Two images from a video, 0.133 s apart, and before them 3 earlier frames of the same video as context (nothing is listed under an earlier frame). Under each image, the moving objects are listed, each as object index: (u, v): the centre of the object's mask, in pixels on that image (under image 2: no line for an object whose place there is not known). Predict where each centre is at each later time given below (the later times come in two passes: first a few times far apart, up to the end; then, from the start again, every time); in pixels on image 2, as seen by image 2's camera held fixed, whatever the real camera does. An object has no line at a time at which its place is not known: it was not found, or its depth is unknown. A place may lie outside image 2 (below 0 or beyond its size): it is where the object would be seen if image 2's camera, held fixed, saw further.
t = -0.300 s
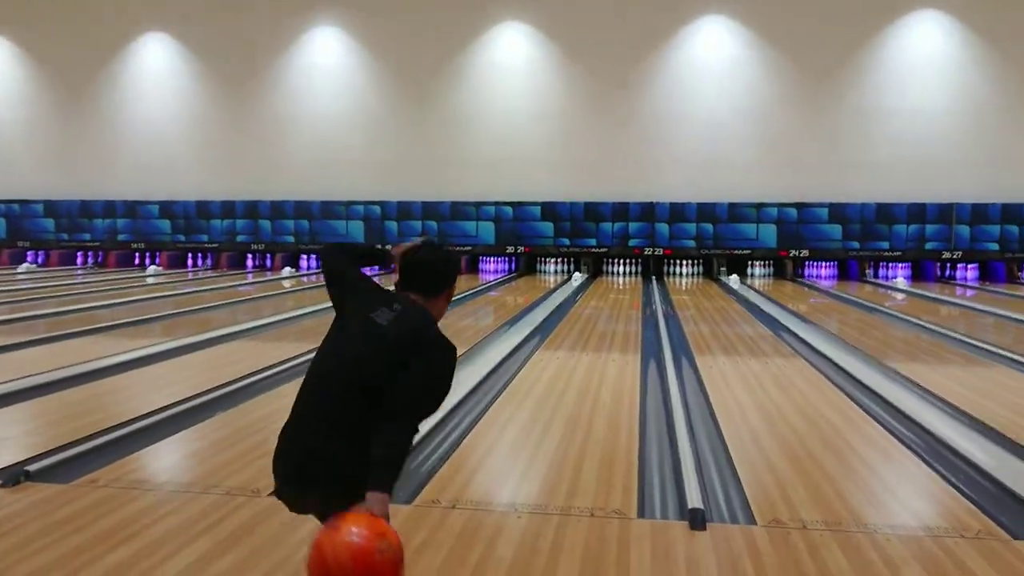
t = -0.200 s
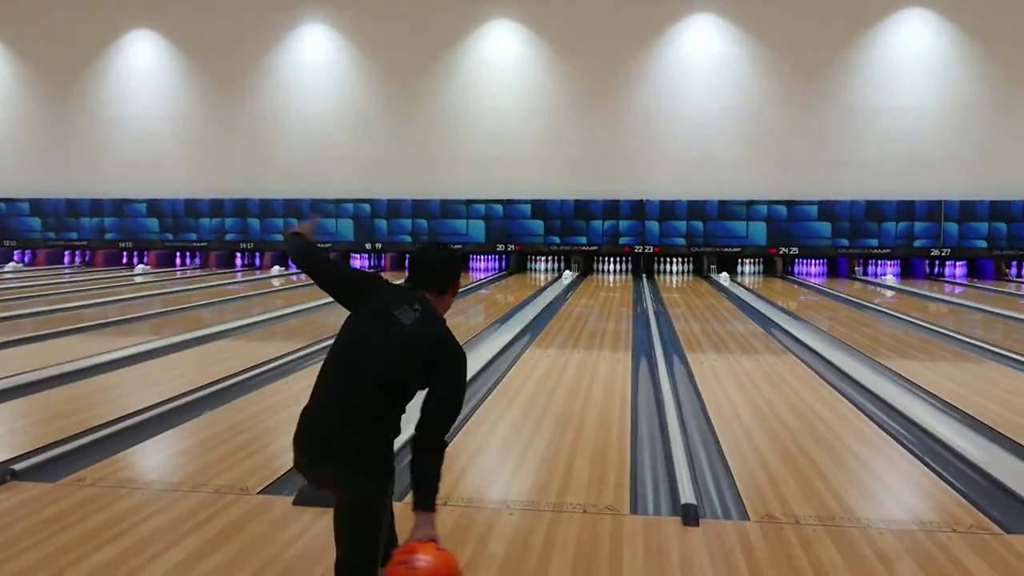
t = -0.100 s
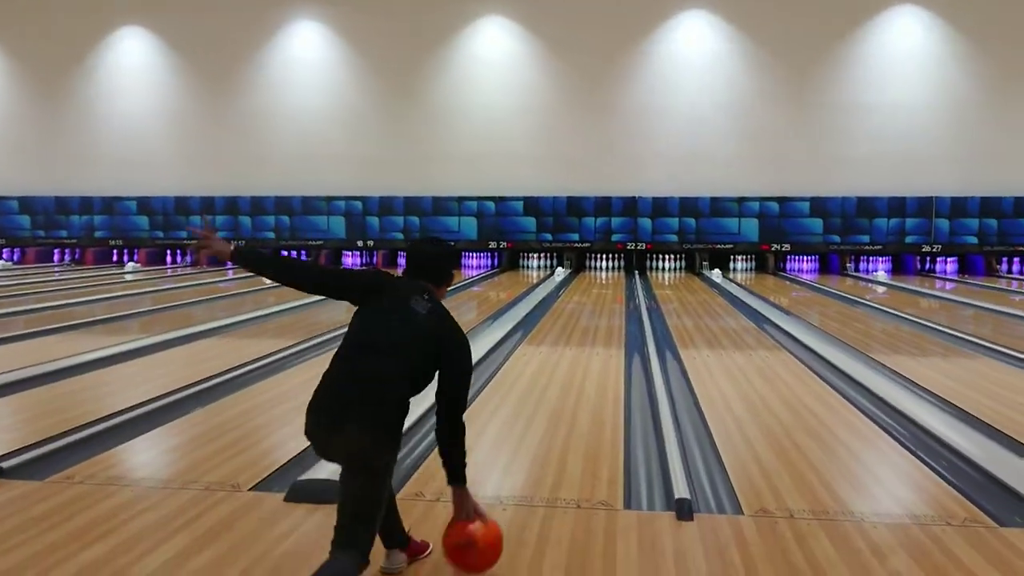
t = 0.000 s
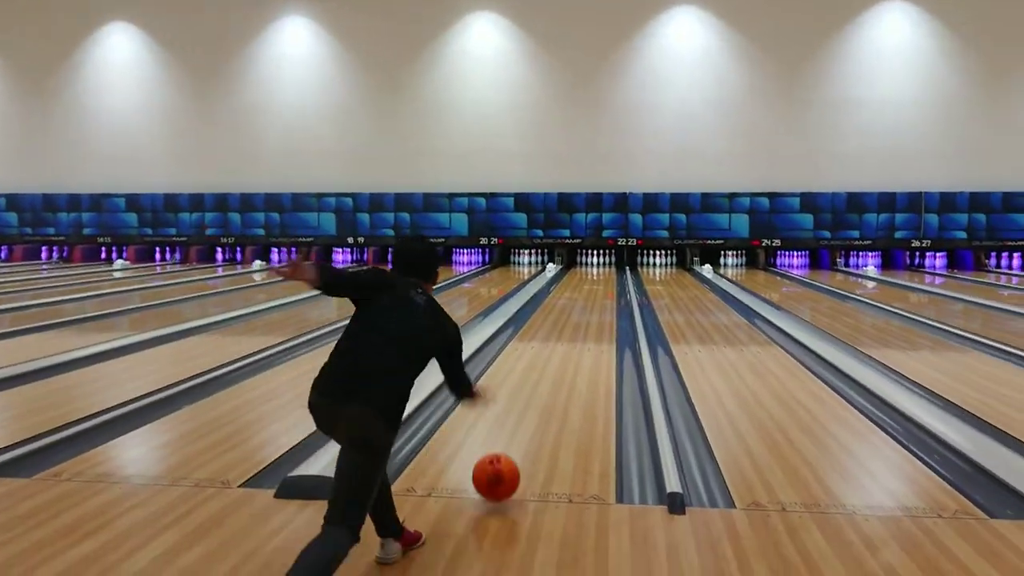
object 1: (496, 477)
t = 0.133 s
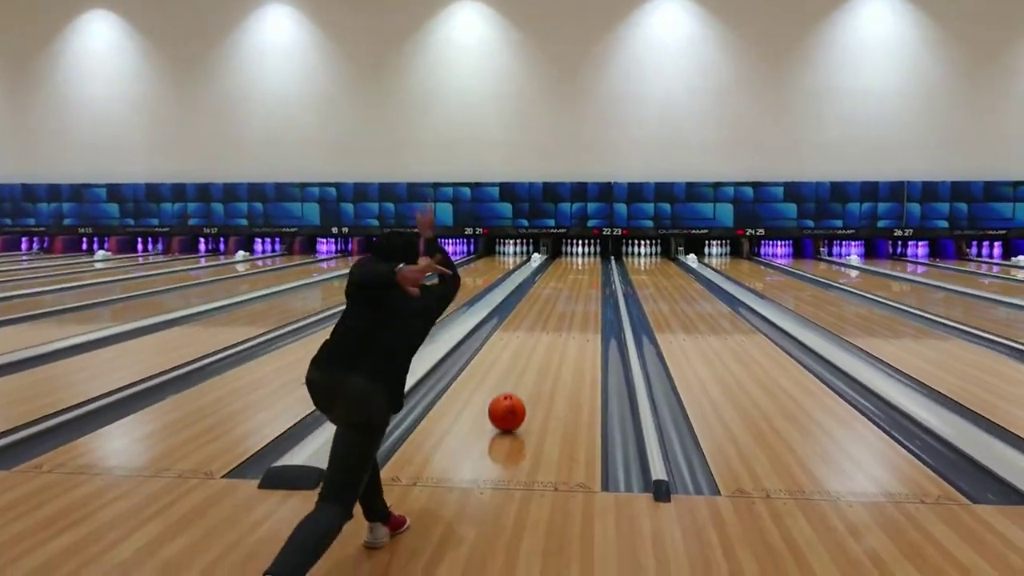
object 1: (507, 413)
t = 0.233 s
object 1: (519, 383)
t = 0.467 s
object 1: (537, 340)
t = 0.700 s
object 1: (548, 313)
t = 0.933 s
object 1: (555, 296)
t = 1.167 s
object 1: (560, 284)
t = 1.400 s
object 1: (564, 274)
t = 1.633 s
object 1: (567, 267)
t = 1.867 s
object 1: (570, 260)
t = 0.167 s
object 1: (511, 402)
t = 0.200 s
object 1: (515, 392)
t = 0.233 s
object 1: (519, 383)
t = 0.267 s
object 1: (522, 375)
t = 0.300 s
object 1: (525, 368)
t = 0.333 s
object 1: (528, 362)
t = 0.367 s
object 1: (531, 356)
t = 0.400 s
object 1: (533, 350)
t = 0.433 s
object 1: (535, 345)
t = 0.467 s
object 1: (537, 340)
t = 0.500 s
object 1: (539, 335)
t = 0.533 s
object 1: (541, 331)
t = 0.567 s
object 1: (543, 327)
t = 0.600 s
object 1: (544, 322)
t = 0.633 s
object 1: (546, 320)
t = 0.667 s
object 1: (547, 317)
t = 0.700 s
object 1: (548, 313)
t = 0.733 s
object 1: (550, 311)
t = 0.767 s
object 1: (550, 308)
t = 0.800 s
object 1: (552, 305)
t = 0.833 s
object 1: (552, 303)
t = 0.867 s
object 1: (553, 300)
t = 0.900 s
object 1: (554, 298)
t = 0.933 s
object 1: (555, 296)
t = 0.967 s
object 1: (556, 294)
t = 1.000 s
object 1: (557, 292)
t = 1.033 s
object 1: (558, 290)
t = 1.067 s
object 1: (558, 288)
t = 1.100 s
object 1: (559, 287)
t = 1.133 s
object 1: (560, 285)
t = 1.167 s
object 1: (560, 284)
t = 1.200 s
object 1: (561, 282)
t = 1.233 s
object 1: (561, 281)
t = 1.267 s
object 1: (562, 279)
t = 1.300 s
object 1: (562, 278)
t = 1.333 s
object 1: (563, 277)
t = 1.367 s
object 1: (563, 276)
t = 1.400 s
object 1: (564, 274)
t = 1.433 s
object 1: (565, 273)
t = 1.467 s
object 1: (565, 271)
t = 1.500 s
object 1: (566, 270)
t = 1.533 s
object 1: (566, 269)
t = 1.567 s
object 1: (566, 269)
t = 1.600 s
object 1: (567, 268)
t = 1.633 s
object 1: (567, 267)
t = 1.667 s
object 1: (567, 266)
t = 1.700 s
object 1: (568, 265)
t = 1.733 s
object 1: (568, 265)
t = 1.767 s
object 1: (568, 264)
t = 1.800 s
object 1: (569, 263)
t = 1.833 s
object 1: (569, 261)
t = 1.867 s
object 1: (570, 260)
